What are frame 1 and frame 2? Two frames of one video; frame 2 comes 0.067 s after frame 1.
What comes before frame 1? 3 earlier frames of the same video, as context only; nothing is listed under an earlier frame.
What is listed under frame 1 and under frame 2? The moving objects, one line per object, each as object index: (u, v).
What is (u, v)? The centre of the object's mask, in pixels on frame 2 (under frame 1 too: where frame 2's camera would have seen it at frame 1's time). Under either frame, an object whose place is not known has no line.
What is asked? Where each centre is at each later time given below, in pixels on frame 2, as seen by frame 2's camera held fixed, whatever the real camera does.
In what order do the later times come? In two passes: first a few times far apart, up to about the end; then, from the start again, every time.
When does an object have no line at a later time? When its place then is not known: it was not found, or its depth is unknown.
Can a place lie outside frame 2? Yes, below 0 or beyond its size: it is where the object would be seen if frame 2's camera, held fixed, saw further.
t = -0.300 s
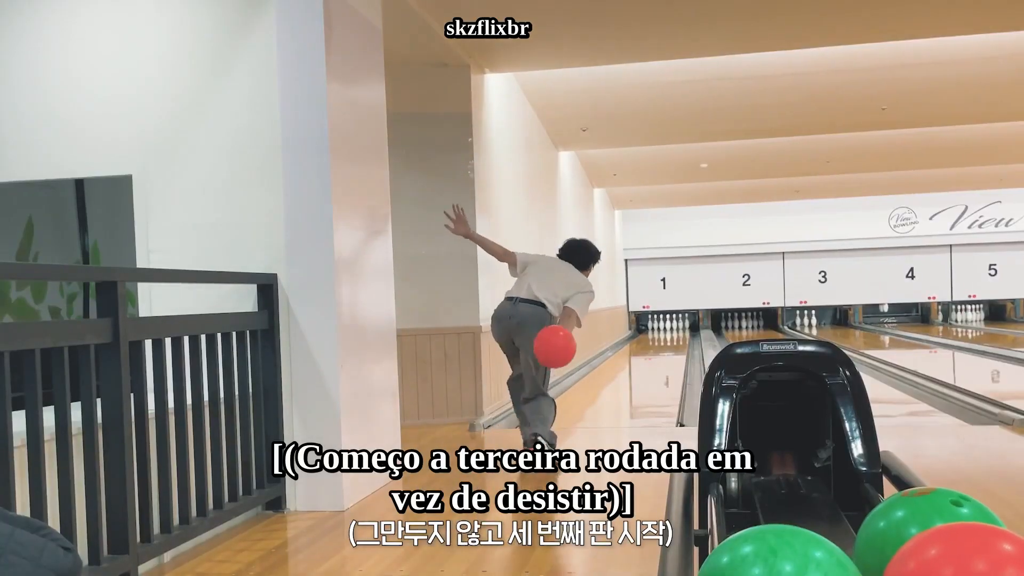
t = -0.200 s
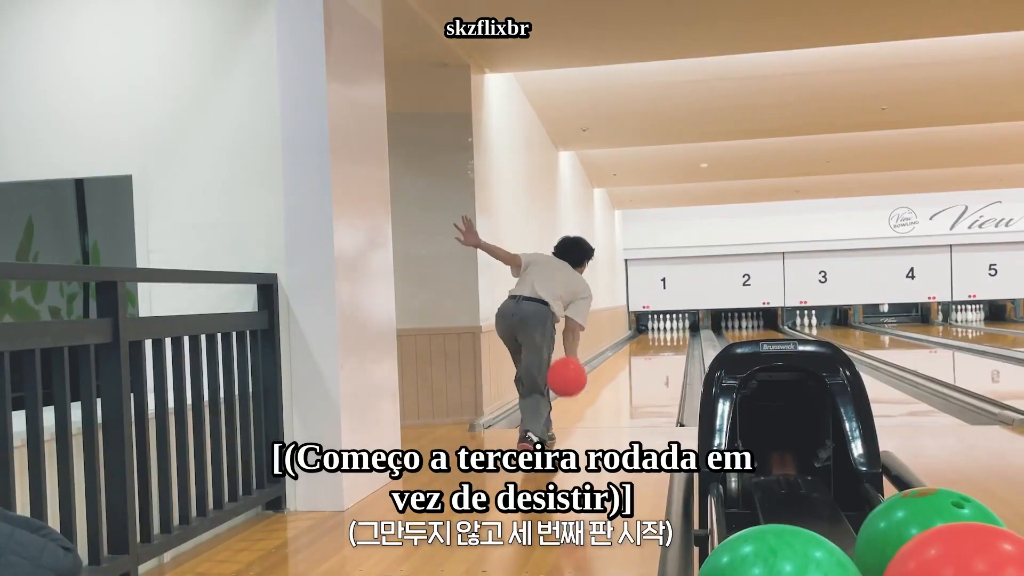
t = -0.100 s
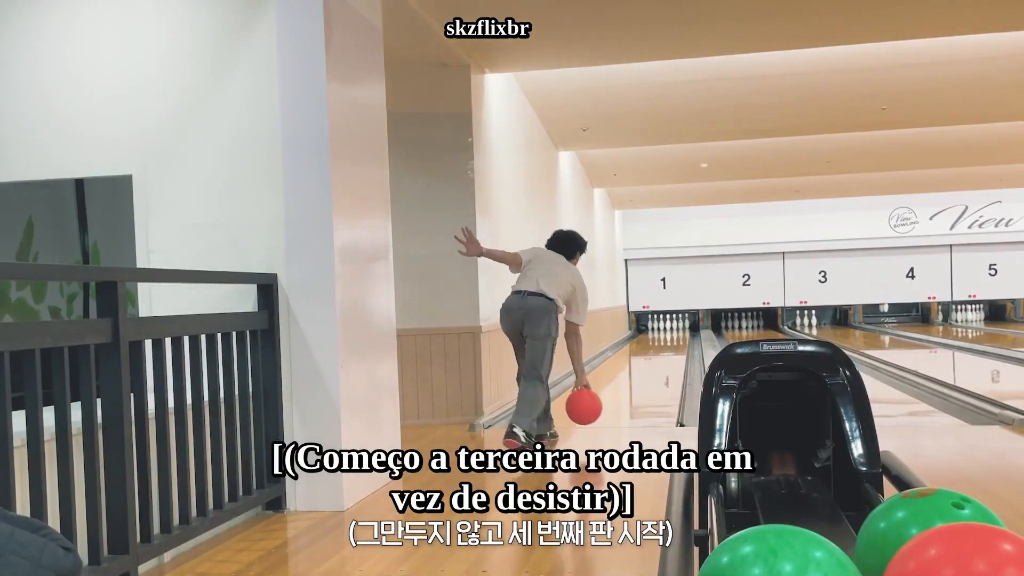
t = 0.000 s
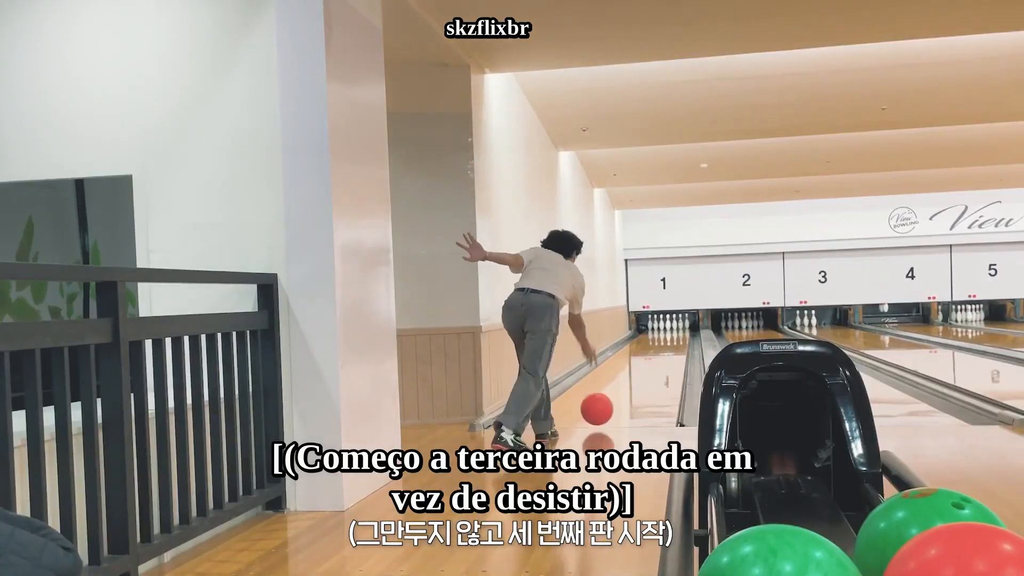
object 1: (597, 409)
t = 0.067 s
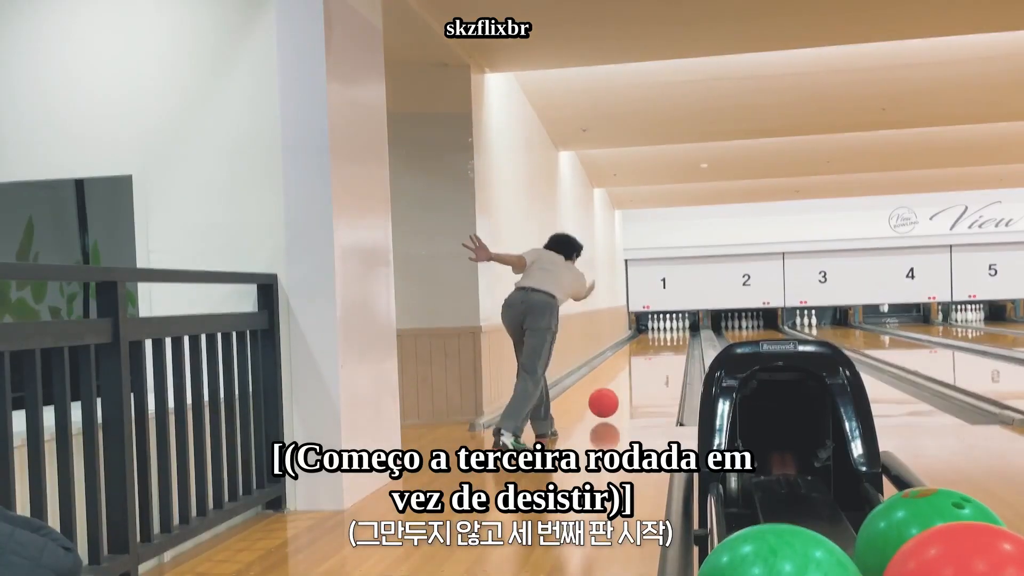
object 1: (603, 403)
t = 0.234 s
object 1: (617, 389)
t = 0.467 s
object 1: (630, 373)
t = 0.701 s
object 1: (638, 361)
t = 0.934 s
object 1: (645, 353)
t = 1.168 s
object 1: (651, 347)
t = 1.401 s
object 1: (655, 342)
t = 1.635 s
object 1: (658, 337)
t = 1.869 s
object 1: (659, 334)
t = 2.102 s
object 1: (662, 332)
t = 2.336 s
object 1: (664, 329)
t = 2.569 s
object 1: (665, 327)
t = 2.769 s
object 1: (663, 326)
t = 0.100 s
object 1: (606, 400)
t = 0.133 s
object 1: (609, 398)
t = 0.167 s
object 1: (612, 395)
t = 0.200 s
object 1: (614, 392)
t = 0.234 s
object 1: (617, 389)
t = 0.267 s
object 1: (619, 386)
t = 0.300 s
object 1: (621, 384)
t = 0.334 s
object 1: (623, 382)
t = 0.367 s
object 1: (625, 379)
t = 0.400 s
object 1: (626, 377)
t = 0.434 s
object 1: (628, 375)
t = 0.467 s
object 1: (630, 373)
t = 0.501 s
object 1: (631, 371)
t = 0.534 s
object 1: (633, 369)
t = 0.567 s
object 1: (634, 367)
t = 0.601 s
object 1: (635, 365)
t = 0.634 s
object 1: (636, 364)
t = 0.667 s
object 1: (637, 363)
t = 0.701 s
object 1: (638, 361)
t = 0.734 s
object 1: (640, 360)
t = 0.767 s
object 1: (641, 358)
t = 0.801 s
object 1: (642, 357)
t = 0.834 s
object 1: (643, 357)
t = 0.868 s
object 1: (644, 355)
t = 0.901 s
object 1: (644, 354)
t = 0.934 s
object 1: (645, 353)
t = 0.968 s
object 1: (646, 352)
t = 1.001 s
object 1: (647, 351)
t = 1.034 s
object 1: (647, 350)
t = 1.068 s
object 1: (648, 349)
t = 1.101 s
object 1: (649, 348)
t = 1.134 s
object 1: (650, 347)
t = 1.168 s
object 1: (651, 347)
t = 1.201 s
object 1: (651, 346)
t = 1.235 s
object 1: (652, 345)
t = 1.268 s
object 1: (652, 345)
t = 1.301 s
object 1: (652, 344)
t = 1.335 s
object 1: (653, 343)
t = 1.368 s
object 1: (653, 342)
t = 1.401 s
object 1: (655, 342)
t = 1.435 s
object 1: (655, 341)
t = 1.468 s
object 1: (655, 340)
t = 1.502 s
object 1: (656, 340)
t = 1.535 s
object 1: (657, 339)
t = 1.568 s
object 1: (656, 338)
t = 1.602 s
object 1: (657, 339)
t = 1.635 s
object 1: (658, 337)
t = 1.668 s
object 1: (658, 337)
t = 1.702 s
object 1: (659, 336)
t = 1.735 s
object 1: (659, 336)
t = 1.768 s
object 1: (659, 336)
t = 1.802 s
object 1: (659, 335)
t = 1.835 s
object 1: (659, 334)
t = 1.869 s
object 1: (659, 334)
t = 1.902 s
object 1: (660, 334)
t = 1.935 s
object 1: (660, 333)
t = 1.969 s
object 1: (660, 333)
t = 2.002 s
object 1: (661, 333)
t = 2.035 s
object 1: (661, 332)
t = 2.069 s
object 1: (661, 332)
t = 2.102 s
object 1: (662, 332)
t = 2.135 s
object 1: (662, 330)
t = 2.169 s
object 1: (662, 331)
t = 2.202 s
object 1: (662, 330)
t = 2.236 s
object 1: (663, 329)
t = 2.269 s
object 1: (663, 329)
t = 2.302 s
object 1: (663, 329)
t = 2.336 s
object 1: (664, 329)
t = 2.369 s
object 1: (664, 329)
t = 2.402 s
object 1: (664, 329)
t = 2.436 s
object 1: (664, 328)
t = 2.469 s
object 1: (664, 328)
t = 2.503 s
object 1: (665, 328)
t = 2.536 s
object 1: (665, 328)
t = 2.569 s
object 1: (665, 327)
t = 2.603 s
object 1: (665, 327)
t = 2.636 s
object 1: (664, 327)
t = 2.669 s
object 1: (664, 327)
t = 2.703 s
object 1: (663, 327)
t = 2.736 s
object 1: (662, 326)
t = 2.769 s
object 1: (663, 326)
